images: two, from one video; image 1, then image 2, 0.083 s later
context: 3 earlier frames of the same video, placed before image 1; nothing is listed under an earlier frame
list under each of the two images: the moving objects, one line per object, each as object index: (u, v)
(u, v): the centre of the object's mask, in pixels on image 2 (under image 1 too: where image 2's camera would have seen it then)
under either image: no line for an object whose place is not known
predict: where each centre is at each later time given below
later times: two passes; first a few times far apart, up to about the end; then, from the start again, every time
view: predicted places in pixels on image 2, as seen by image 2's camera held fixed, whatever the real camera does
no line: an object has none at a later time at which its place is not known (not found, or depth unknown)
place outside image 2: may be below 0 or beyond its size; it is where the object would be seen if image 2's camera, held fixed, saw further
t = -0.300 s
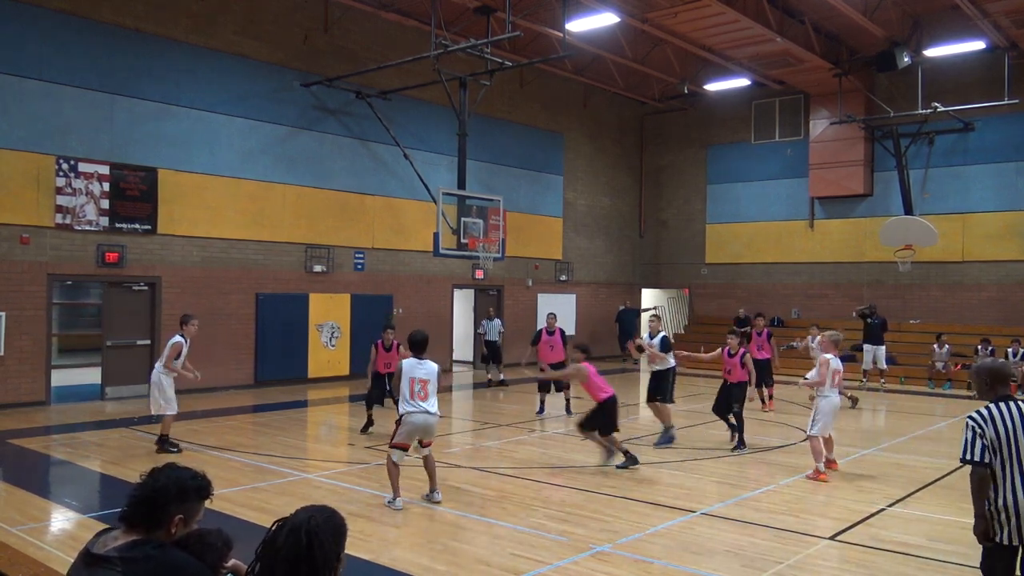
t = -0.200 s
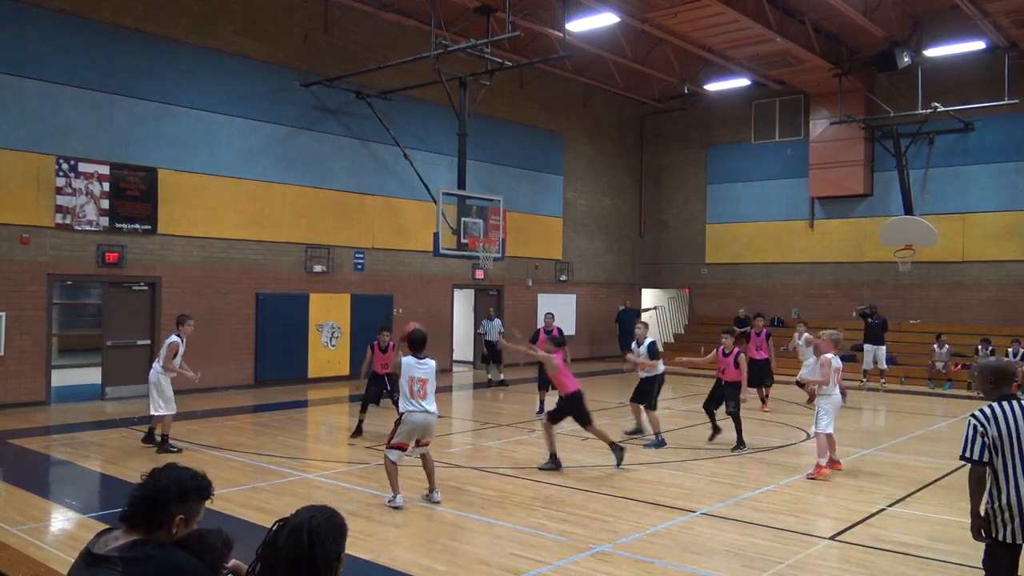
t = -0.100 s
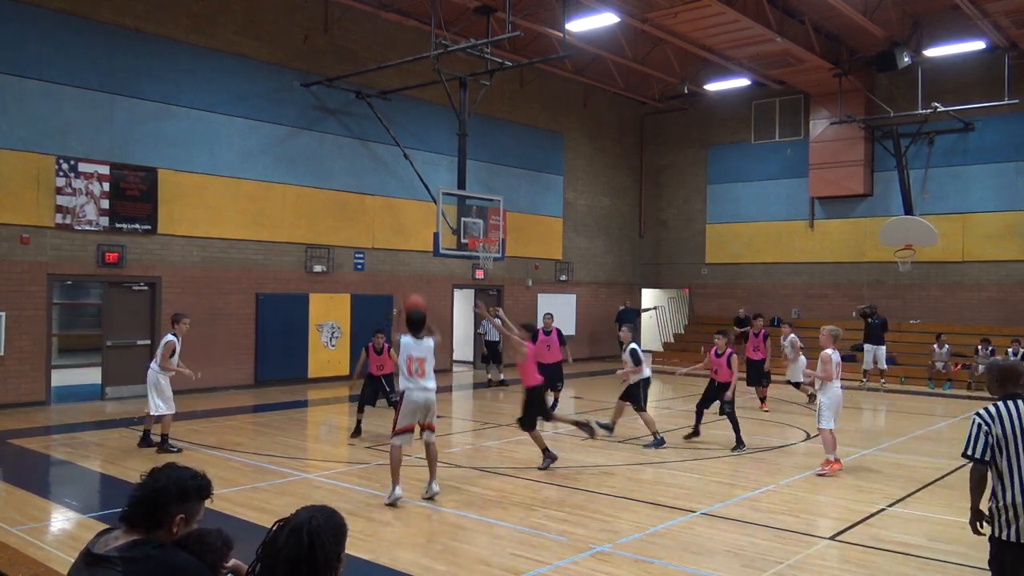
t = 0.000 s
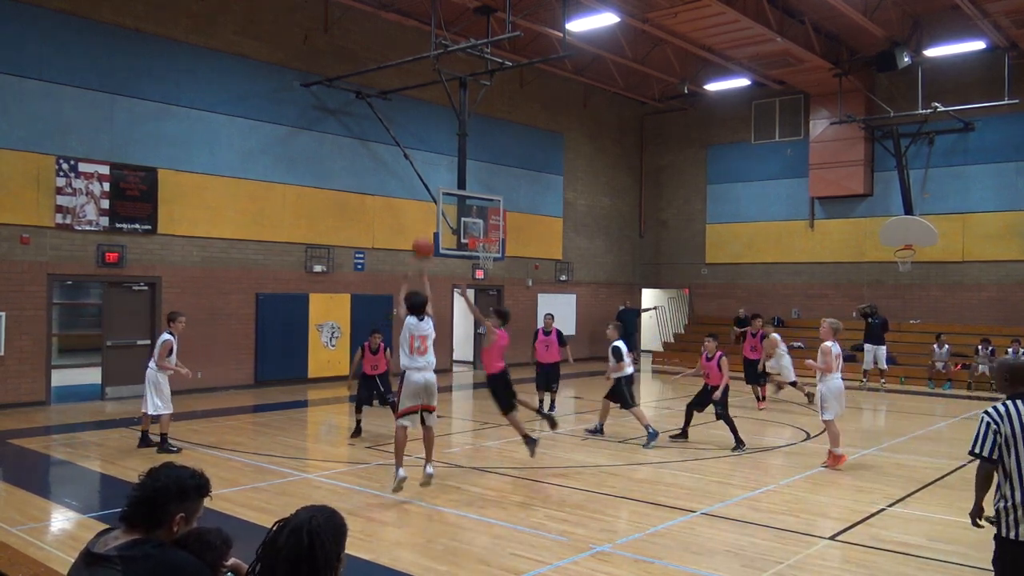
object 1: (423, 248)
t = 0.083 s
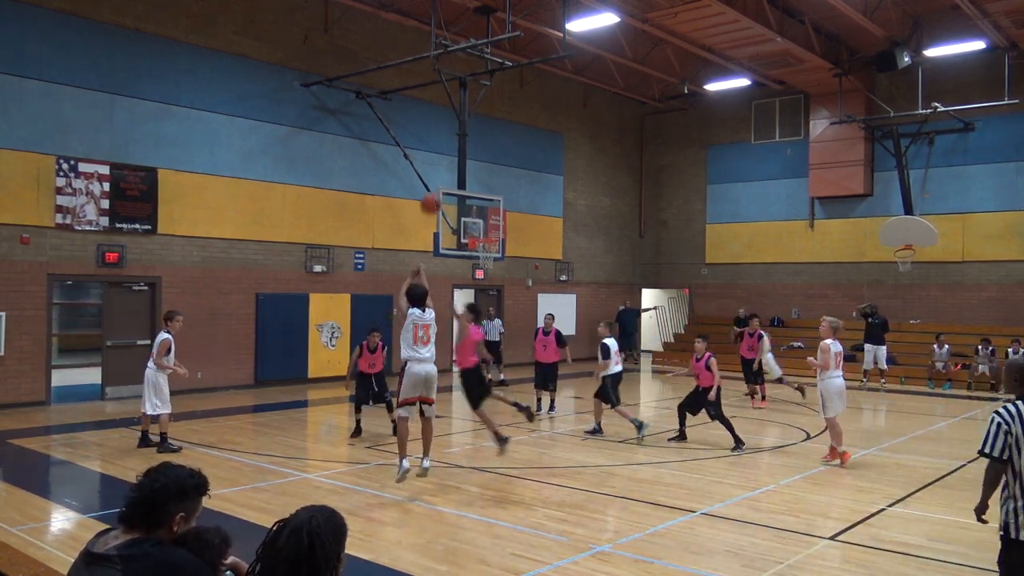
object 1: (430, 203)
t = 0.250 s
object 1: (445, 144)
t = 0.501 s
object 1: (460, 109)
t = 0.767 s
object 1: (472, 123)
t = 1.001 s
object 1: (479, 166)
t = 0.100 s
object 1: (432, 196)
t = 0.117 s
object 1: (434, 188)
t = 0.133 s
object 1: (436, 181)
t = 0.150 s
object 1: (437, 175)
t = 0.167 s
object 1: (438, 169)
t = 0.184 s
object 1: (439, 163)
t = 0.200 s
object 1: (441, 158)
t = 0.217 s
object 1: (442, 153)
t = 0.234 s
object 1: (444, 147)
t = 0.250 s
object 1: (445, 144)
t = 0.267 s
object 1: (446, 139)
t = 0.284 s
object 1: (447, 136)
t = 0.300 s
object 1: (448, 131)
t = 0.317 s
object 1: (449, 128)
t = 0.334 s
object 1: (450, 125)
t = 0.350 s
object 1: (451, 123)
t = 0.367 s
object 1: (453, 120)
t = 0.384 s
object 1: (453, 118)
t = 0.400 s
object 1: (455, 116)
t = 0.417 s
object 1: (456, 114)
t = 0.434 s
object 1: (457, 113)
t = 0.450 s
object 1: (458, 111)
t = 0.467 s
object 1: (459, 110)
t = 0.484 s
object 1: (460, 109)
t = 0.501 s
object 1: (460, 109)
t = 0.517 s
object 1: (461, 109)
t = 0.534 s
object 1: (462, 108)
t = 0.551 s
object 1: (463, 108)
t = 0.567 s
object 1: (463, 109)
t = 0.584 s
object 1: (464, 109)
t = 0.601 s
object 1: (464, 110)
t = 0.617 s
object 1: (465, 110)
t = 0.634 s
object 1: (466, 111)
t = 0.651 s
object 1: (467, 112)
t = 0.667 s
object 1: (468, 113)
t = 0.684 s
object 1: (468, 114)
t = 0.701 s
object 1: (469, 115)
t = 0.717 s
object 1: (470, 117)
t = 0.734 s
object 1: (471, 119)
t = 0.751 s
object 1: (471, 121)
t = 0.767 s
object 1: (472, 123)
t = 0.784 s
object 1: (473, 125)
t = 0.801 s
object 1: (473, 127)
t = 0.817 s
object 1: (474, 130)
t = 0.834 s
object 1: (474, 132)
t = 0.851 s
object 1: (475, 135)
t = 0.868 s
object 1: (475, 138)
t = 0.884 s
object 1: (475, 141)
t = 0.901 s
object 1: (476, 144)
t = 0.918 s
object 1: (476, 147)
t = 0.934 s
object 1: (477, 151)
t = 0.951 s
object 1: (478, 155)
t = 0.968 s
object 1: (478, 158)
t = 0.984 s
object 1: (478, 162)
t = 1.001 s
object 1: (479, 166)
